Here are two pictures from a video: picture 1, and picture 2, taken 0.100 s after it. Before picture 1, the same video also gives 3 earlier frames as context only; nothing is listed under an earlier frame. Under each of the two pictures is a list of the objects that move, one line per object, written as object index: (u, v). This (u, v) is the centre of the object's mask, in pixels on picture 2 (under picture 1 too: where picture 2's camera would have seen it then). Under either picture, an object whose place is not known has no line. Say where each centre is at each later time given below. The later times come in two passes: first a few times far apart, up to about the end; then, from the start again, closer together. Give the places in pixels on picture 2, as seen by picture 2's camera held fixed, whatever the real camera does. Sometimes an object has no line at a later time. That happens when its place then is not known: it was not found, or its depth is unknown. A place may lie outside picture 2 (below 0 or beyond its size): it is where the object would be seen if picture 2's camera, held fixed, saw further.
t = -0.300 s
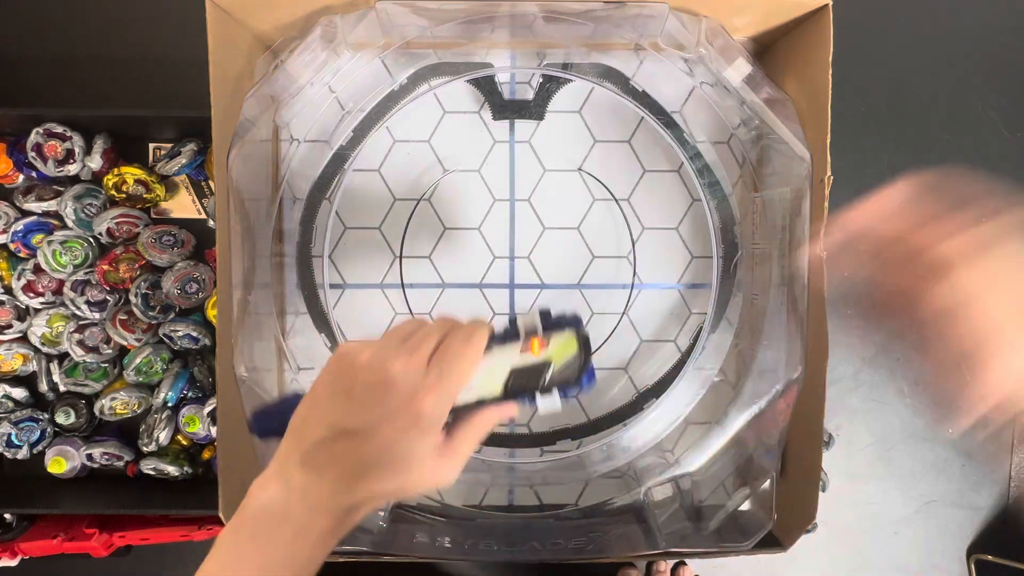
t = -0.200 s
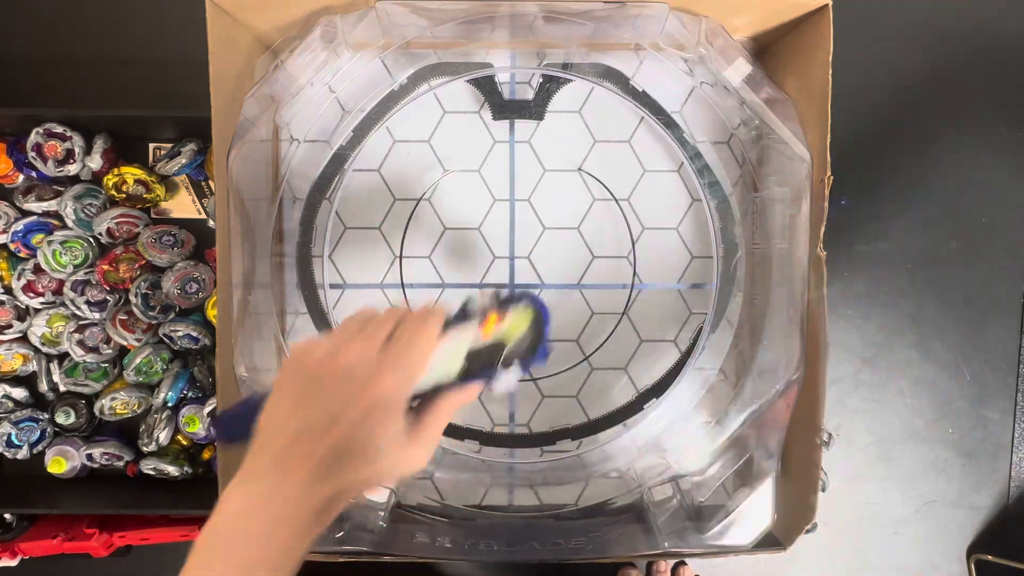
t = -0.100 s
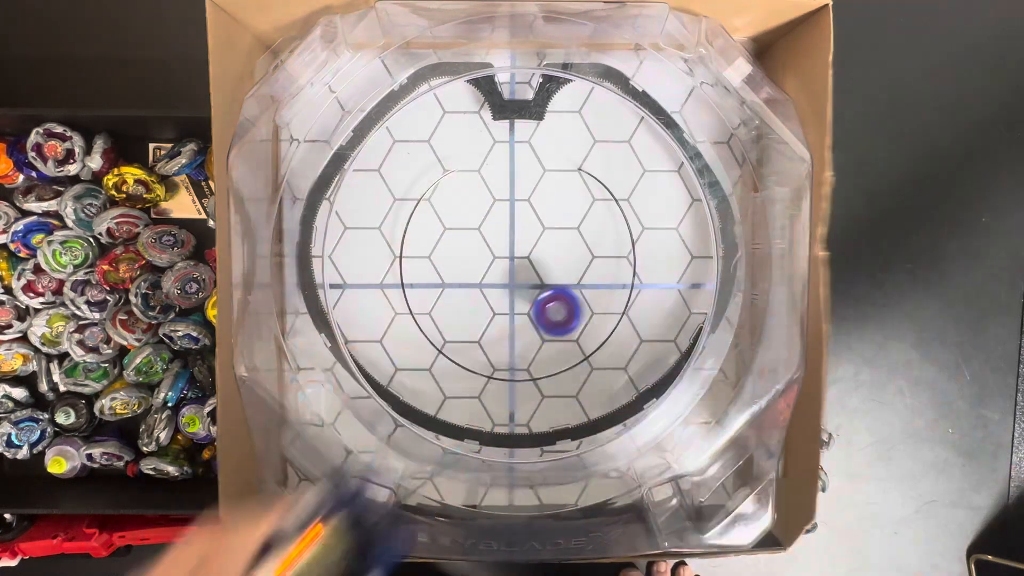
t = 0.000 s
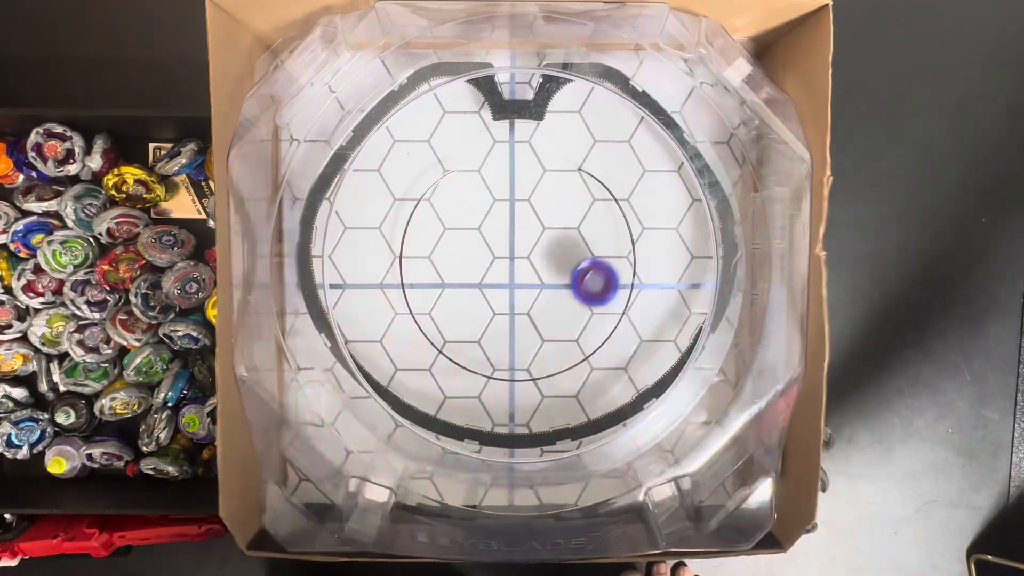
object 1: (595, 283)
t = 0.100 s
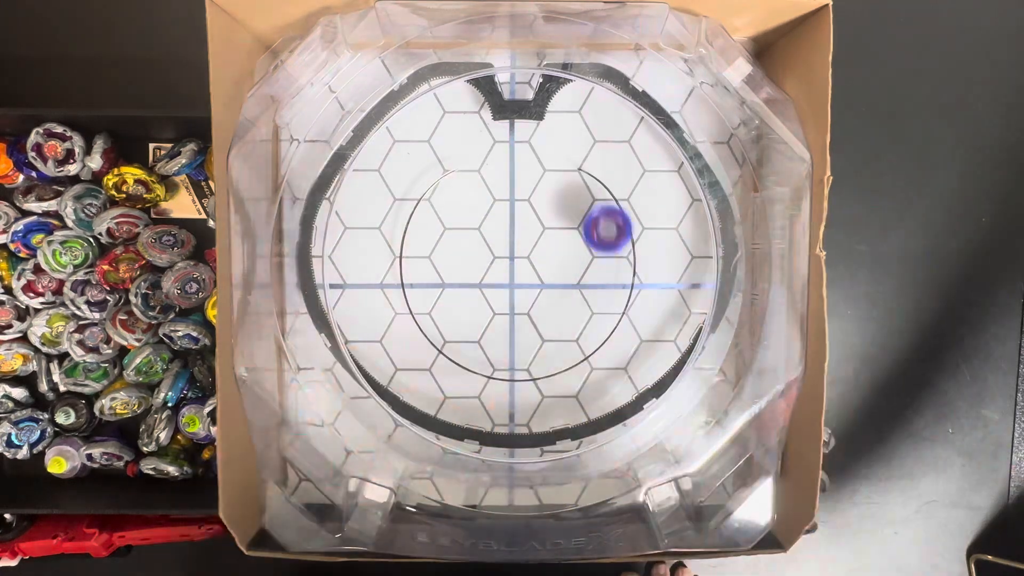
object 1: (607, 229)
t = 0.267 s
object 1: (538, 140)
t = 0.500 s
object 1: (343, 164)
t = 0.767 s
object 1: (660, 153)
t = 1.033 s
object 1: (491, 453)
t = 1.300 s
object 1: (601, 294)
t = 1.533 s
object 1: (602, 82)
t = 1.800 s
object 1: (420, 373)
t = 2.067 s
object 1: (573, 98)
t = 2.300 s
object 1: (501, 451)
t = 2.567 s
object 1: (521, 413)
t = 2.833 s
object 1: (609, 187)
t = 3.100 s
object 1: (490, 244)
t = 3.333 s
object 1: (471, 434)
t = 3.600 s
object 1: (631, 376)
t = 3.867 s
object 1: (586, 101)
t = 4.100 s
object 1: (509, 423)
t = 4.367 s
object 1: (483, 393)
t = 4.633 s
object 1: (518, 273)
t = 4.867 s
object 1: (517, 233)
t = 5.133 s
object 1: (453, 324)
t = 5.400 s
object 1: (578, 338)
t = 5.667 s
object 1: (549, 160)
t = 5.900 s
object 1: (349, 161)
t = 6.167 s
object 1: (560, 423)
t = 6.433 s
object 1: (640, 110)
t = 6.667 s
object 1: (515, 293)
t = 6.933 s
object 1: (518, 355)
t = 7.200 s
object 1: (571, 234)
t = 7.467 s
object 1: (440, 212)
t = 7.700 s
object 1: (461, 359)
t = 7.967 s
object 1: (631, 271)
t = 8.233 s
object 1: (468, 146)
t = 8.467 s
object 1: (390, 240)
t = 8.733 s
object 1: (490, 361)
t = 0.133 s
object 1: (603, 209)
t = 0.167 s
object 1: (594, 189)
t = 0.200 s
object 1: (579, 170)
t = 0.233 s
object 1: (561, 153)
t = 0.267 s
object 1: (538, 140)
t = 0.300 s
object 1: (514, 130)
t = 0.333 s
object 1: (488, 125)
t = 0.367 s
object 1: (458, 124)
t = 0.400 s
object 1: (428, 127)
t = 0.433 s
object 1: (401, 138)
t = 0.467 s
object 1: (371, 147)
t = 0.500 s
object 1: (343, 164)
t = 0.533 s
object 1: (322, 216)
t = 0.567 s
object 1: (315, 281)
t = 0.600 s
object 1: (377, 364)
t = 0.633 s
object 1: (469, 419)
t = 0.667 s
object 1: (568, 411)
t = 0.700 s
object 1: (659, 351)
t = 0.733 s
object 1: (702, 254)
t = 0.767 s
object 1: (660, 153)
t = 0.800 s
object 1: (595, 80)
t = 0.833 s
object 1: (547, 152)
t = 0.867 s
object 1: (516, 243)
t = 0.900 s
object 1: (495, 325)
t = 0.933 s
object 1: (476, 403)
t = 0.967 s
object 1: (470, 454)
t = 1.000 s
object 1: (479, 456)
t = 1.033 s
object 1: (491, 453)
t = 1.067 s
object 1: (504, 444)
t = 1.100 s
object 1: (516, 430)
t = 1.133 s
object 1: (526, 414)
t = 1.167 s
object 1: (537, 395)
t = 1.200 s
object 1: (554, 375)
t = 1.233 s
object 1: (571, 350)
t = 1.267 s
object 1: (587, 323)
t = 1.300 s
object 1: (601, 294)
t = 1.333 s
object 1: (613, 267)
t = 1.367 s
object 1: (618, 238)
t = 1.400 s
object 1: (621, 207)
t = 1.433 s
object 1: (622, 177)
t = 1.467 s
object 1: (624, 142)
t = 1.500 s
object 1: (622, 105)
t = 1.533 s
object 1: (602, 82)
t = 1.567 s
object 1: (535, 88)
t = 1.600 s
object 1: (487, 95)
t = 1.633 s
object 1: (424, 101)
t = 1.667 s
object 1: (390, 147)
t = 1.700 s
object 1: (364, 209)
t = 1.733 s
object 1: (345, 278)
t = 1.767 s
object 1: (350, 334)
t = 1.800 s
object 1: (420, 373)
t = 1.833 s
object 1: (494, 410)
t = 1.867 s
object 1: (560, 429)
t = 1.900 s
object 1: (637, 380)
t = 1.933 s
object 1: (699, 327)
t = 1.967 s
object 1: (724, 248)
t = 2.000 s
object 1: (695, 174)
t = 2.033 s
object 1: (620, 116)
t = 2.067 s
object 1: (573, 98)
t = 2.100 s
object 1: (553, 154)
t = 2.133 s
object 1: (541, 213)
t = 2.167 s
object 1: (530, 271)
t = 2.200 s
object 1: (521, 327)
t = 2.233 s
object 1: (512, 382)
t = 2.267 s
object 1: (506, 420)
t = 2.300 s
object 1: (501, 451)
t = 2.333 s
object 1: (497, 473)
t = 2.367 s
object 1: (495, 488)
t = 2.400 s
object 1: (496, 489)
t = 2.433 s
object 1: (499, 486)
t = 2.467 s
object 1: (504, 470)
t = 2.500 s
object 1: (509, 455)
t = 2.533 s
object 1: (515, 435)
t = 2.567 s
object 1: (521, 413)
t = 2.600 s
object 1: (533, 392)
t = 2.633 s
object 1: (544, 365)
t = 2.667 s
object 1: (553, 339)
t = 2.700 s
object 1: (565, 311)
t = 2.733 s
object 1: (576, 282)
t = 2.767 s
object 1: (588, 252)
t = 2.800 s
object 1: (600, 220)
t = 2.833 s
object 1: (609, 187)
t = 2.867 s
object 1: (607, 161)
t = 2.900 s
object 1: (603, 136)
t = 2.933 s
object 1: (602, 111)
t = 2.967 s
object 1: (603, 84)
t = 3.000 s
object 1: (567, 111)
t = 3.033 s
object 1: (538, 156)
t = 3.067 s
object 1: (513, 200)
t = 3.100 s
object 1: (490, 244)
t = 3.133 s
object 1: (471, 286)
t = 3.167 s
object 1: (455, 327)
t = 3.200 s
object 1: (445, 365)
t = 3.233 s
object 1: (447, 390)
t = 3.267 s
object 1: (452, 412)
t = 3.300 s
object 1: (458, 427)
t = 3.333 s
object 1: (471, 434)
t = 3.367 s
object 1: (484, 436)
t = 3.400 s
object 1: (501, 433)
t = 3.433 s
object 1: (519, 426)
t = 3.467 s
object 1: (539, 418)
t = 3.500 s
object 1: (560, 408)
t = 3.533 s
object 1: (582, 398)
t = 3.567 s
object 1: (606, 387)
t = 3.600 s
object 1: (631, 376)
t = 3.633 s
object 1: (657, 364)
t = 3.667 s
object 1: (679, 349)
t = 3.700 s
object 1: (701, 306)
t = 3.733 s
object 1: (712, 250)
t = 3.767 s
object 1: (711, 203)
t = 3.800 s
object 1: (664, 166)
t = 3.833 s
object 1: (626, 129)
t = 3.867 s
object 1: (586, 101)
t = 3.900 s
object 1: (565, 103)
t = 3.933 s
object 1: (555, 164)
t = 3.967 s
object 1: (544, 221)
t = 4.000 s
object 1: (534, 279)
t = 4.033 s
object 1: (523, 332)
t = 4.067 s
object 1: (515, 381)
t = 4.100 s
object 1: (509, 423)
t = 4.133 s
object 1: (502, 447)
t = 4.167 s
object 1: (497, 447)
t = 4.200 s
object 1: (492, 439)
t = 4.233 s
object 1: (488, 433)
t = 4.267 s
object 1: (485, 426)
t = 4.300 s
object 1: (483, 417)
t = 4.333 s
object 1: (483, 403)
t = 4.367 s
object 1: (483, 393)
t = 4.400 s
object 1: (485, 379)
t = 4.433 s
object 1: (487, 365)
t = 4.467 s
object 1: (491, 350)
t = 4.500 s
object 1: (496, 334)
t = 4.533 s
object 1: (501, 317)
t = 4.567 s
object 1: (507, 301)
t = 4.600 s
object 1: (513, 286)
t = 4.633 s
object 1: (518, 273)
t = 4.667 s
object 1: (523, 261)
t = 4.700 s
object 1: (526, 251)
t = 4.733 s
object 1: (529, 243)
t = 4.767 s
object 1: (529, 237)
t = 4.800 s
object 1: (527, 233)
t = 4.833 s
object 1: (523, 232)
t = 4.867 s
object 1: (517, 233)
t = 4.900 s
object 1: (508, 236)
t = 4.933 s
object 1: (499, 242)
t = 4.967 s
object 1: (489, 250)
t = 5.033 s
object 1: (468, 274)
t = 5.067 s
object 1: (461, 289)
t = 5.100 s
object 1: (455, 306)
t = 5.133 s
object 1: (453, 324)
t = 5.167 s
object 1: (455, 342)
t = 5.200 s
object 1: (462, 359)
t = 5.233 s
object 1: (475, 368)
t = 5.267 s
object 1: (496, 366)
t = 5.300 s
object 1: (517, 364)
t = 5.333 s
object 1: (540, 360)
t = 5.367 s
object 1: (560, 352)
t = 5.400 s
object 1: (578, 338)
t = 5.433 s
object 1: (592, 321)
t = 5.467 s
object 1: (603, 299)
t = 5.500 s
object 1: (608, 275)
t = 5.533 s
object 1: (607, 250)
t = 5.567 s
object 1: (600, 224)
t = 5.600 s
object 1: (588, 201)
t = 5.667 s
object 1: (549, 160)
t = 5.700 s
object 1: (524, 145)
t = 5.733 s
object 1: (497, 136)
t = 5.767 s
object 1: (467, 130)
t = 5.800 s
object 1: (435, 129)
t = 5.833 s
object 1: (407, 135)
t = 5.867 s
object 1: (375, 140)
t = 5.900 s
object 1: (349, 161)
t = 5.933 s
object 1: (336, 214)
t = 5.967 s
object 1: (322, 270)
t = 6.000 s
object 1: (330, 311)
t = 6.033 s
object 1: (370, 352)
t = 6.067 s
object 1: (406, 391)
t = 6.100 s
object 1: (447, 414)
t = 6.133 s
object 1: (508, 427)
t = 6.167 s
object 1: (560, 423)
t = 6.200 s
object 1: (610, 406)
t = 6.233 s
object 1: (652, 377)
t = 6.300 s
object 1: (715, 291)
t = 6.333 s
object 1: (719, 240)
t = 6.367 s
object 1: (707, 194)
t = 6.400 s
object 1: (674, 149)
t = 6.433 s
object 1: (640, 110)
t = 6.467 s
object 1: (599, 80)
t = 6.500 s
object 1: (564, 98)
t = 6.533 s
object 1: (554, 136)
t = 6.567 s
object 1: (544, 177)
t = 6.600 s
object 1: (534, 218)
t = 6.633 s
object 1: (524, 257)
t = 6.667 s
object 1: (515, 293)
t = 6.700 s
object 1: (507, 328)
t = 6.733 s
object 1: (501, 359)
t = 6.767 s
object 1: (496, 385)
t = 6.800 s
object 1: (497, 385)
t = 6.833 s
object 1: (500, 380)
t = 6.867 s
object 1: (504, 373)
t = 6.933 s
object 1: (518, 355)
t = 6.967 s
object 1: (527, 344)
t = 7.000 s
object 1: (537, 333)
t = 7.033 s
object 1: (548, 321)
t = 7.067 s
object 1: (560, 306)
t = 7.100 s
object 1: (570, 290)
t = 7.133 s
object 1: (574, 271)
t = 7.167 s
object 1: (574, 252)
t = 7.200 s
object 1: (571, 234)
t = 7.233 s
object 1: (563, 217)
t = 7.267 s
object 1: (551, 204)
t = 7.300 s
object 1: (534, 193)
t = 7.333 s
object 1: (517, 187)
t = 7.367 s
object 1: (497, 185)
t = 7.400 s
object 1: (477, 189)
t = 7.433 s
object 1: (457, 198)
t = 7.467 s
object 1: (440, 212)
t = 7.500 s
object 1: (425, 231)
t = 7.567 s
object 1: (413, 276)
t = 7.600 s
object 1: (414, 301)
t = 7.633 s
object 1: (422, 325)
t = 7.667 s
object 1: (437, 344)
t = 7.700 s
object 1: (461, 359)
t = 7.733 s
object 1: (487, 372)
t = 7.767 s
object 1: (514, 377)
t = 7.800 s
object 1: (543, 376)
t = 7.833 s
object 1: (569, 365)
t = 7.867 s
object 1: (593, 349)
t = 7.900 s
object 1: (613, 328)
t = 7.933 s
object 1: (625, 300)
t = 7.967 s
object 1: (631, 271)
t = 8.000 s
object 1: (629, 240)
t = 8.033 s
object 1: (617, 211)
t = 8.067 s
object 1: (599, 185)
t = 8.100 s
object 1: (573, 169)
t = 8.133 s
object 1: (546, 155)
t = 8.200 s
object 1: (493, 144)
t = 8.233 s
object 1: (468, 146)
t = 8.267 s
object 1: (445, 153)
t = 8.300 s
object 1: (428, 163)
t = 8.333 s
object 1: (413, 176)
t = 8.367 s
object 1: (403, 191)
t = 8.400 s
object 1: (396, 208)
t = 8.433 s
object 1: (392, 223)
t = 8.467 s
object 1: (390, 240)
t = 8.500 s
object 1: (390, 256)
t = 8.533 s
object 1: (393, 272)
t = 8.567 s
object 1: (399, 289)
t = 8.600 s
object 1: (409, 306)
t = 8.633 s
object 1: (423, 323)
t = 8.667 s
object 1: (442, 340)
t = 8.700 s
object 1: (464, 353)
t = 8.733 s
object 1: (490, 361)
